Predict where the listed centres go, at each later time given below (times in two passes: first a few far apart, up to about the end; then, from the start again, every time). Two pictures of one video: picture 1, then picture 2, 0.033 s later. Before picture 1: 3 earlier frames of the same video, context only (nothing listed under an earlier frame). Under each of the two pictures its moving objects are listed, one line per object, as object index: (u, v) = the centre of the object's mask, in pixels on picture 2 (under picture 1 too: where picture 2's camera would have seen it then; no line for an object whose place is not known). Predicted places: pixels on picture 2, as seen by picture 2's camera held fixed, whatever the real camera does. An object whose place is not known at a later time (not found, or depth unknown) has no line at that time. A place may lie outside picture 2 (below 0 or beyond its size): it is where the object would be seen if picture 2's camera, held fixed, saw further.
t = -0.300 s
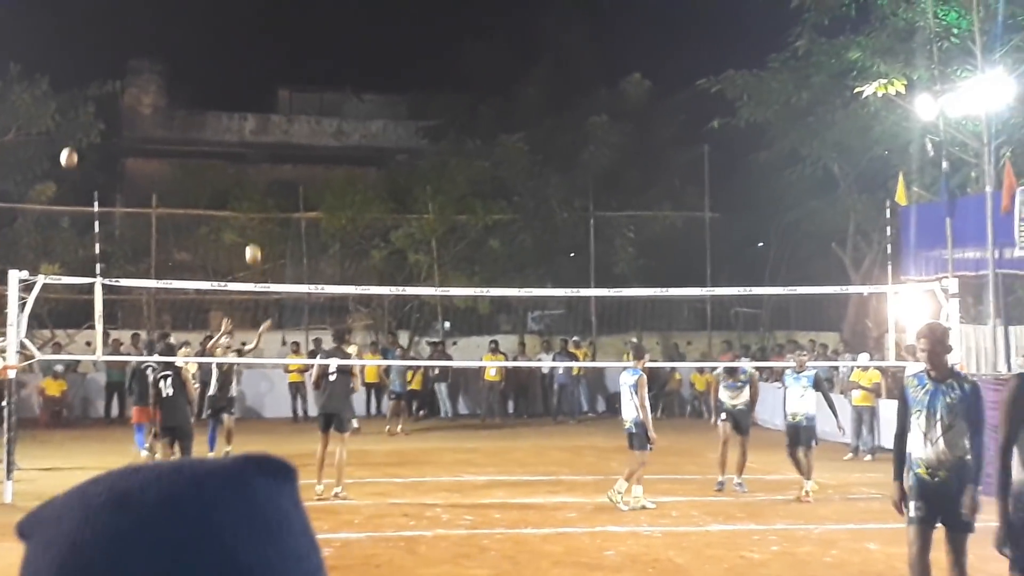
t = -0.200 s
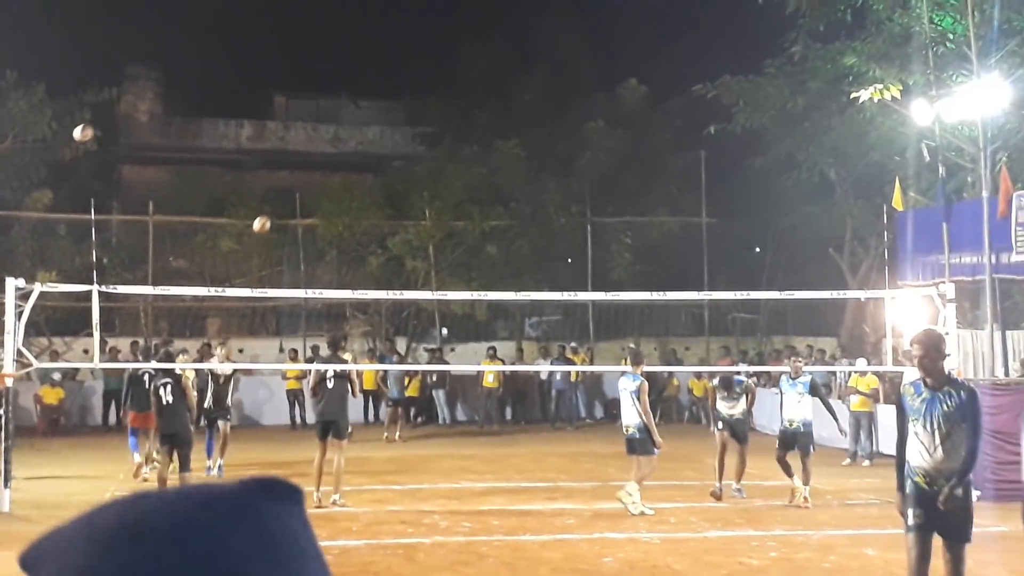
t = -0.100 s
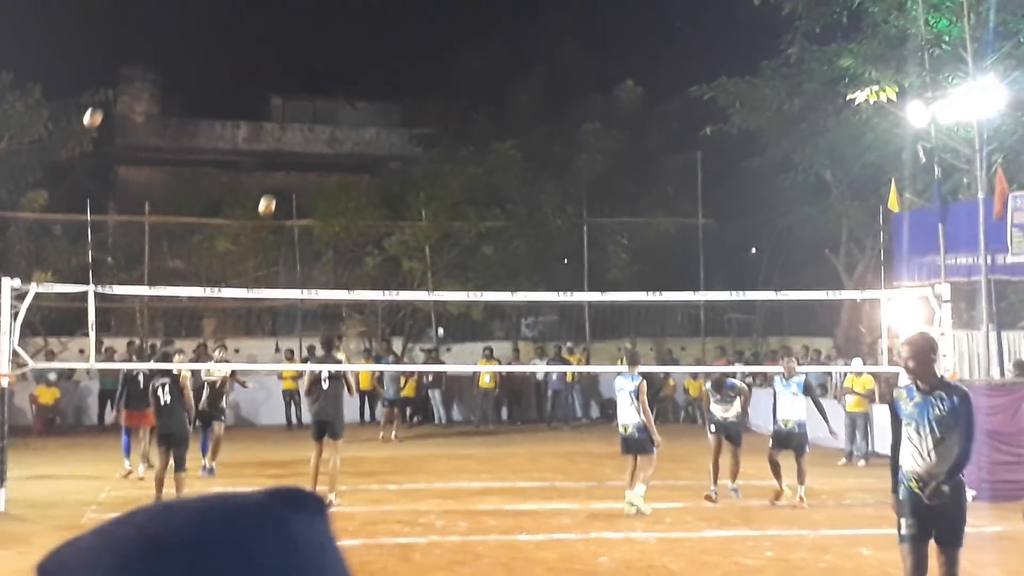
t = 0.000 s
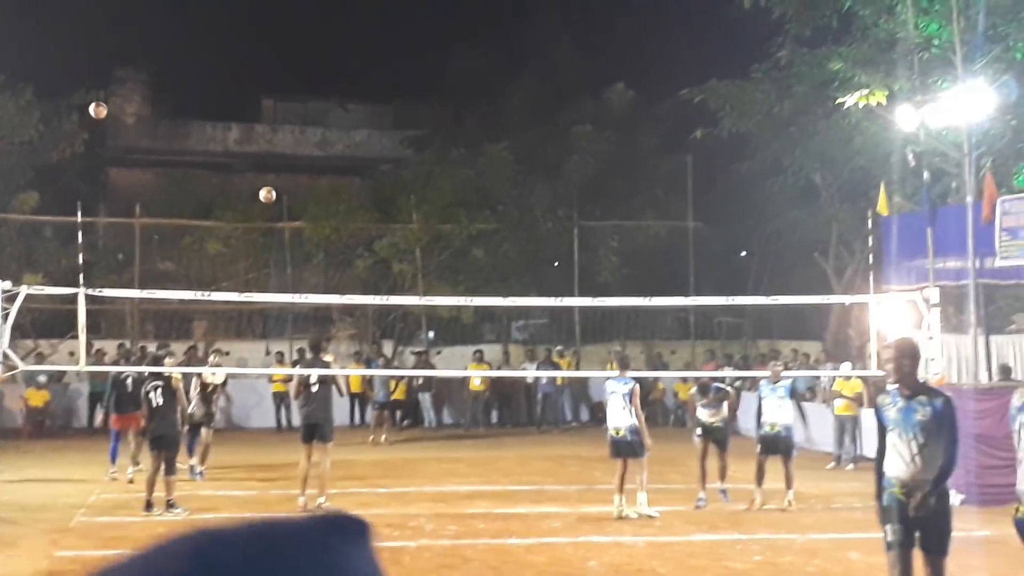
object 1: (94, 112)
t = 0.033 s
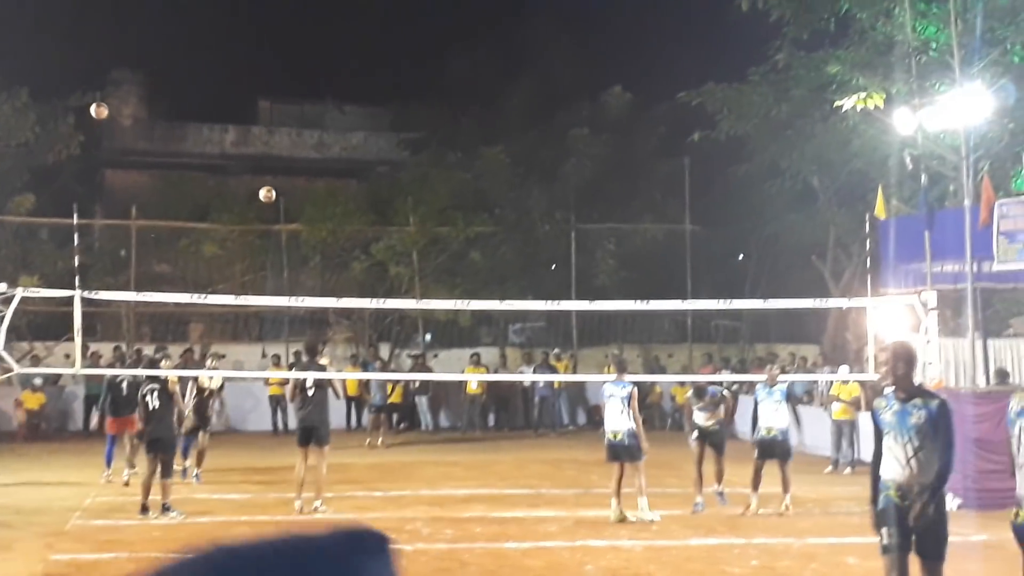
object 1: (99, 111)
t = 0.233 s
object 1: (126, 121)
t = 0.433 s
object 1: (155, 163)
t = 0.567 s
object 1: (174, 209)
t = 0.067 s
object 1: (103, 110)
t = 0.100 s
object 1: (108, 110)
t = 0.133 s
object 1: (113, 111)
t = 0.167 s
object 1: (118, 114)
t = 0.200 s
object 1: (121, 117)
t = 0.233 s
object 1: (126, 121)
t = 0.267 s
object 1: (131, 126)
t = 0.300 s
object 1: (136, 131)
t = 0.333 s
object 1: (141, 138)
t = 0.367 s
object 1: (145, 145)
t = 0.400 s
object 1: (150, 154)
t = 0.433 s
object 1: (155, 163)
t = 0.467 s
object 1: (160, 173)
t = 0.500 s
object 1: (165, 185)
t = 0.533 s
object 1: (170, 197)
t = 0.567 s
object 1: (174, 209)
